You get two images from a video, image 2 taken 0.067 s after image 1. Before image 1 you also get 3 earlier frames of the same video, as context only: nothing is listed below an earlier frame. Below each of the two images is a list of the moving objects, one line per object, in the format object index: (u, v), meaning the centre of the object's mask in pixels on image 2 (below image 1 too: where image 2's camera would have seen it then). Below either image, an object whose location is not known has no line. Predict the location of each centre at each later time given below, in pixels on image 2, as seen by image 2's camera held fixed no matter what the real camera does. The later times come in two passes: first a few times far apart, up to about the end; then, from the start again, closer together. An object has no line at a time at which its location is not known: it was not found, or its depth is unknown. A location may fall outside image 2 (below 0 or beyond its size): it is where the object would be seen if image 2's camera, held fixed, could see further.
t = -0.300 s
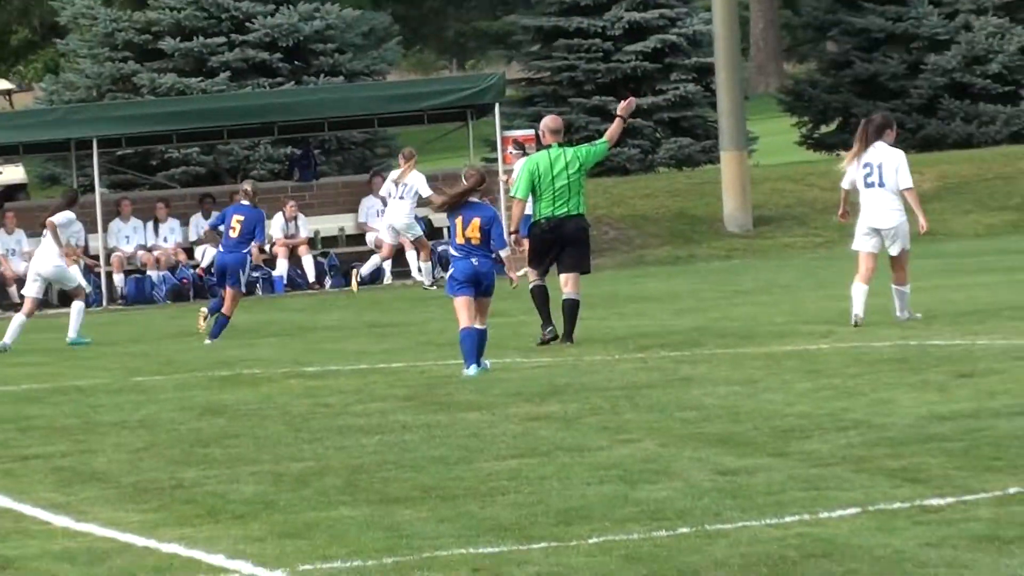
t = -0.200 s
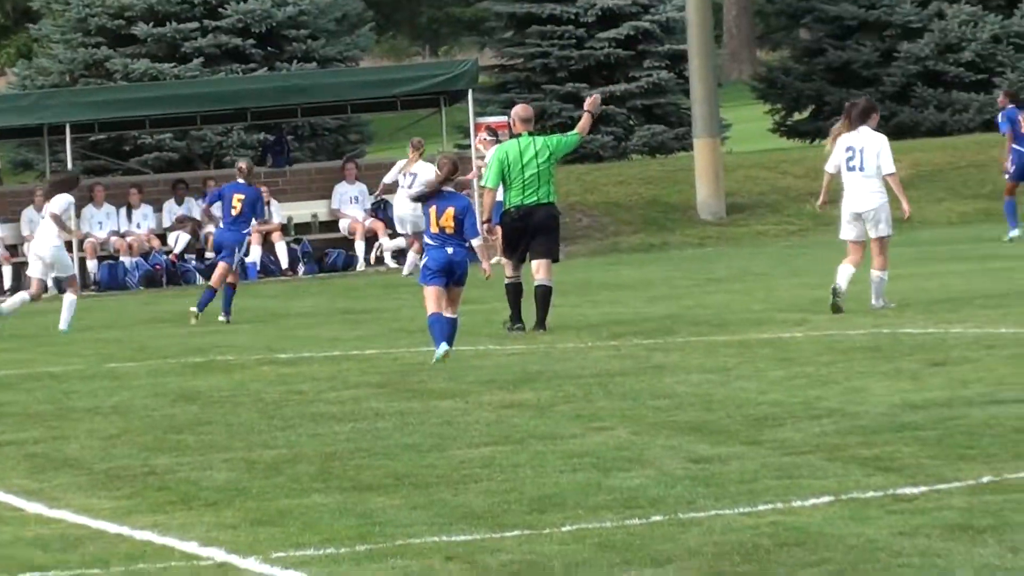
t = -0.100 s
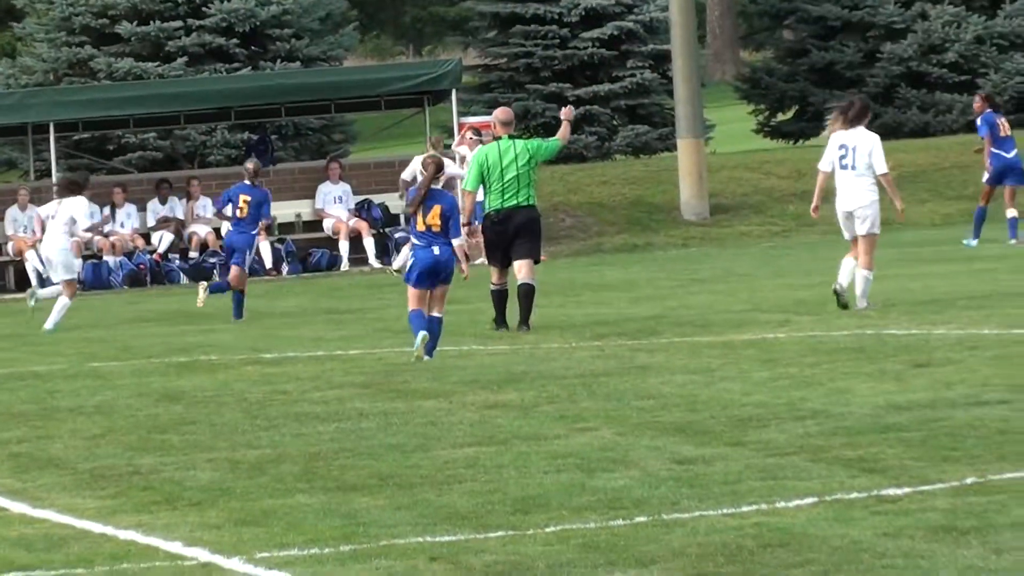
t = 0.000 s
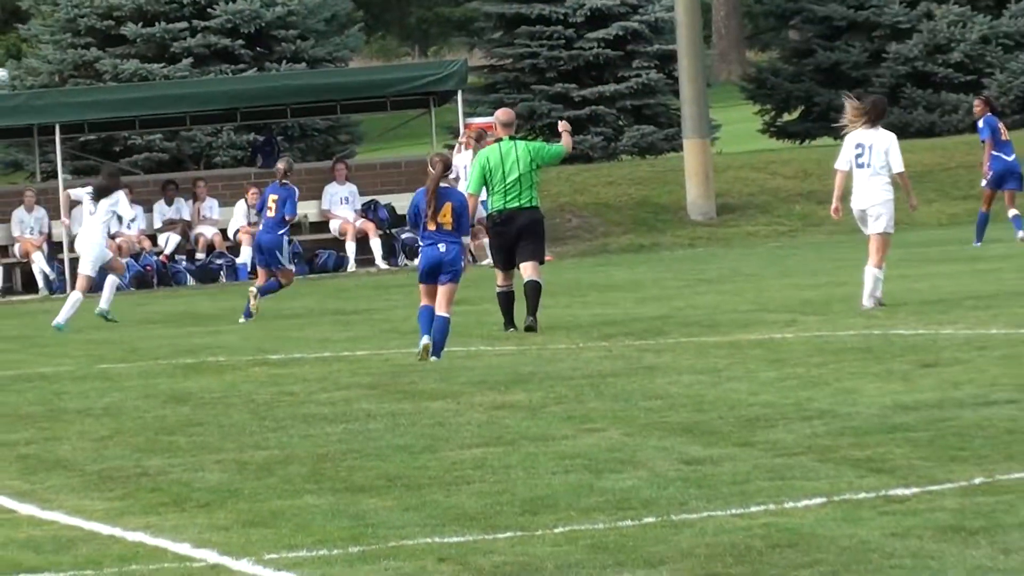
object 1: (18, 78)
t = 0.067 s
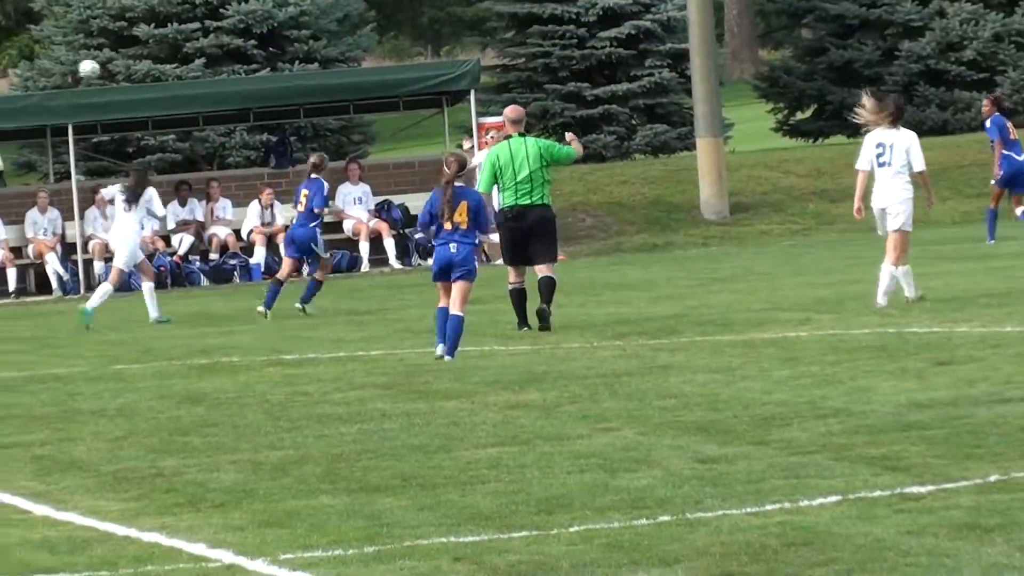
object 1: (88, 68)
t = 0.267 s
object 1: (328, 65)
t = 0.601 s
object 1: (734, 152)
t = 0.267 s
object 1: (328, 65)
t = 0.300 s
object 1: (368, 69)
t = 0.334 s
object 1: (408, 73)
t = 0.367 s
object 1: (450, 78)
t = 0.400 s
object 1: (490, 86)
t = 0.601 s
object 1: (734, 152)
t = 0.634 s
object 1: (774, 167)
